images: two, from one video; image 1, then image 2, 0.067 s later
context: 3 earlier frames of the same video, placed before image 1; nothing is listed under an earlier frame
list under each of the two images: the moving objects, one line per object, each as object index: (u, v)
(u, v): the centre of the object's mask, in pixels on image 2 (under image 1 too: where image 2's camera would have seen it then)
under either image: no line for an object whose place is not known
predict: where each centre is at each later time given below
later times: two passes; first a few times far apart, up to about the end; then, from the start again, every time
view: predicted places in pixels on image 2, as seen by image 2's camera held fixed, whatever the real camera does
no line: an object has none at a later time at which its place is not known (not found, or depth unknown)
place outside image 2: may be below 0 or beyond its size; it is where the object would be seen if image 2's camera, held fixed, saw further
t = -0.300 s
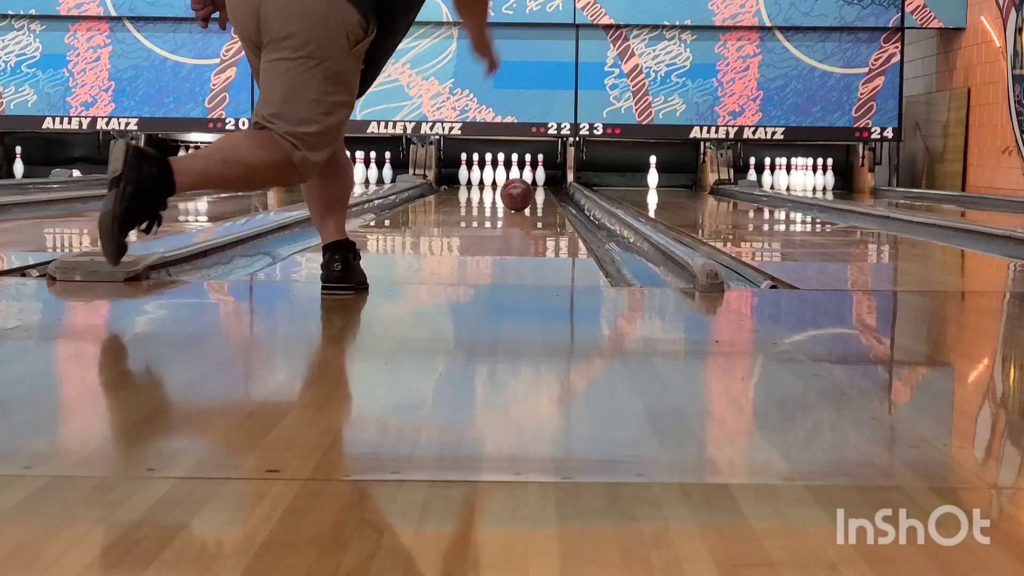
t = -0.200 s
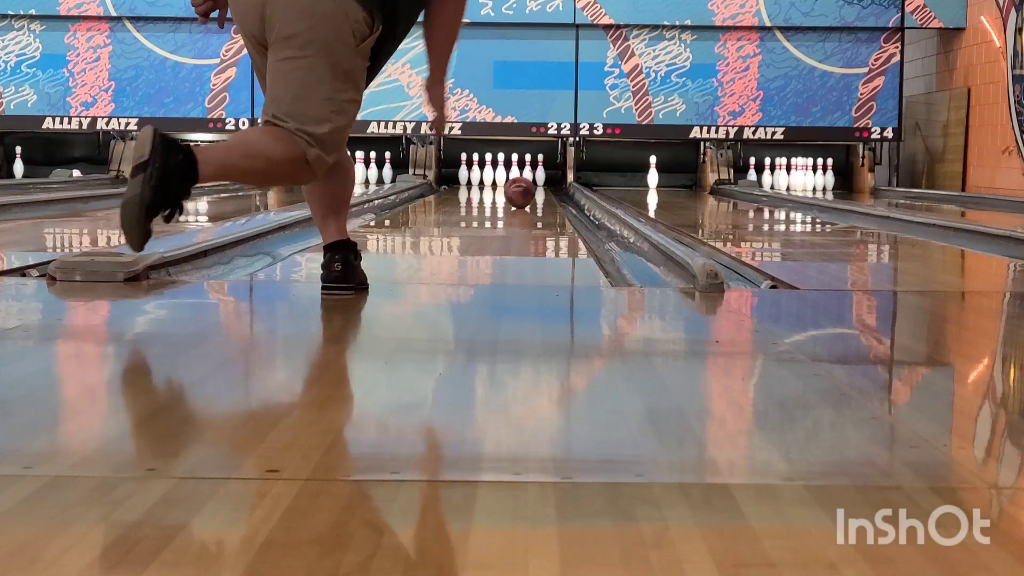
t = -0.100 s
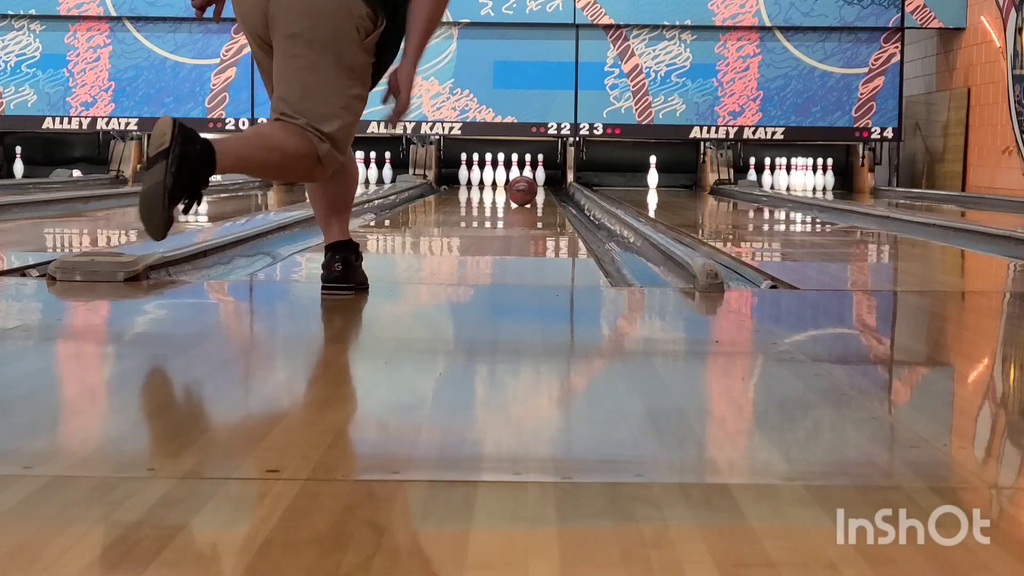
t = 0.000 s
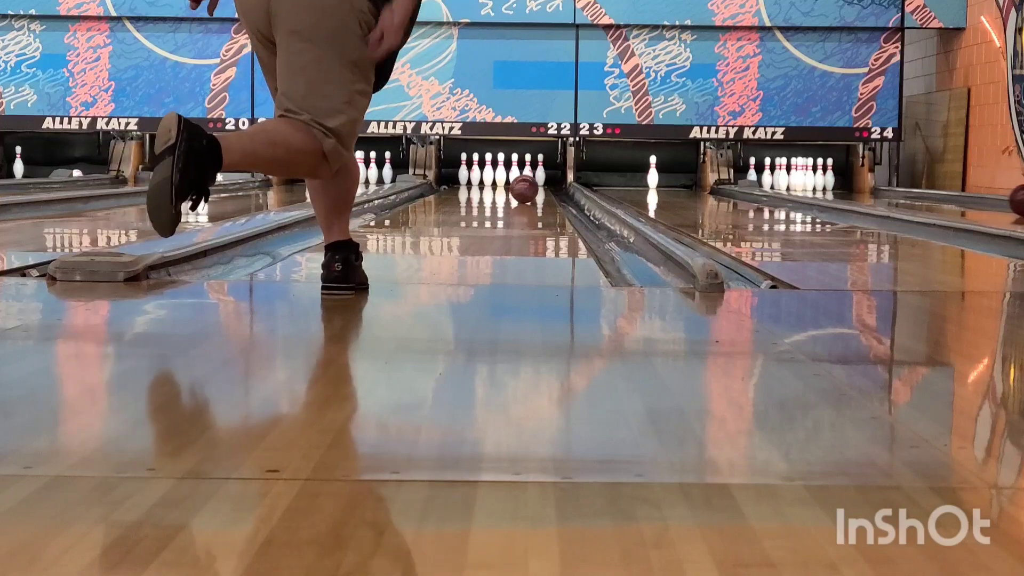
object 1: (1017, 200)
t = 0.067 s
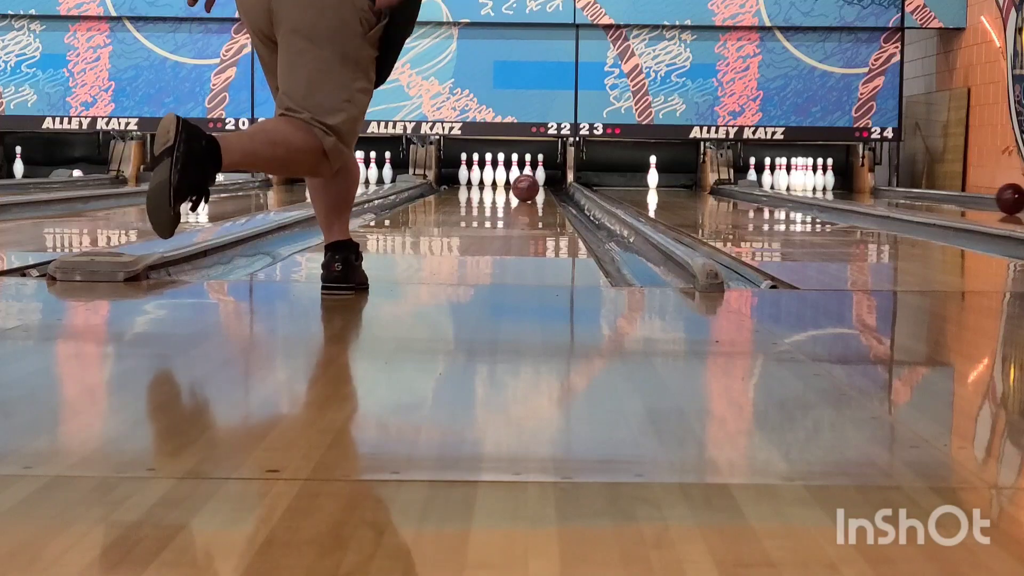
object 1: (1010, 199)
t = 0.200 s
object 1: (986, 196)
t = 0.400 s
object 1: (952, 193)
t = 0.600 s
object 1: (923, 191)
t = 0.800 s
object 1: (897, 189)
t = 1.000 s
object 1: (875, 187)
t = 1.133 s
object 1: (860, 186)
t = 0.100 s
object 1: (1005, 198)
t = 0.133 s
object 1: (998, 197)
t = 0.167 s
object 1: (992, 196)
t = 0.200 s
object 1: (986, 196)
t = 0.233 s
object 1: (979, 195)
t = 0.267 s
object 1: (974, 195)
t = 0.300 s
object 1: (968, 194)
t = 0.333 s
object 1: (962, 194)
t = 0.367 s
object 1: (957, 194)
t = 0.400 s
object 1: (952, 193)
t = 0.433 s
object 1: (947, 193)
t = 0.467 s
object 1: (942, 192)
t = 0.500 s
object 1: (937, 192)
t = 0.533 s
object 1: (932, 191)
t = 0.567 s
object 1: (927, 191)
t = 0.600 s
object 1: (923, 191)
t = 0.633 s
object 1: (918, 191)
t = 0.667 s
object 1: (914, 190)
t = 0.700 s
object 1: (909, 190)
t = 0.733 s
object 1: (905, 189)
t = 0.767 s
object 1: (901, 189)
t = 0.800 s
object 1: (897, 189)
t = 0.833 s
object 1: (893, 188)
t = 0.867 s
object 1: (889, 188)
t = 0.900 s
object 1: (885, 187)
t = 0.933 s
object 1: (882, 187)
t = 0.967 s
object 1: (878, 187)
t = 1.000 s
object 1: (875, 187)
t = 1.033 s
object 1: (871, 186)
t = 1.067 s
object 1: (868, 186)
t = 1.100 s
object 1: (864, 186)
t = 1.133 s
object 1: (860, 186)
